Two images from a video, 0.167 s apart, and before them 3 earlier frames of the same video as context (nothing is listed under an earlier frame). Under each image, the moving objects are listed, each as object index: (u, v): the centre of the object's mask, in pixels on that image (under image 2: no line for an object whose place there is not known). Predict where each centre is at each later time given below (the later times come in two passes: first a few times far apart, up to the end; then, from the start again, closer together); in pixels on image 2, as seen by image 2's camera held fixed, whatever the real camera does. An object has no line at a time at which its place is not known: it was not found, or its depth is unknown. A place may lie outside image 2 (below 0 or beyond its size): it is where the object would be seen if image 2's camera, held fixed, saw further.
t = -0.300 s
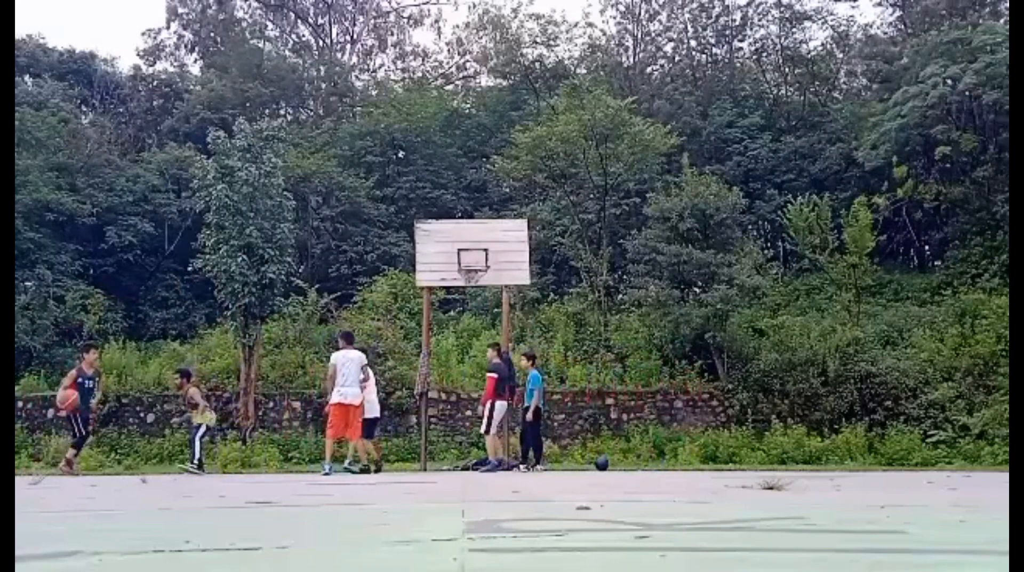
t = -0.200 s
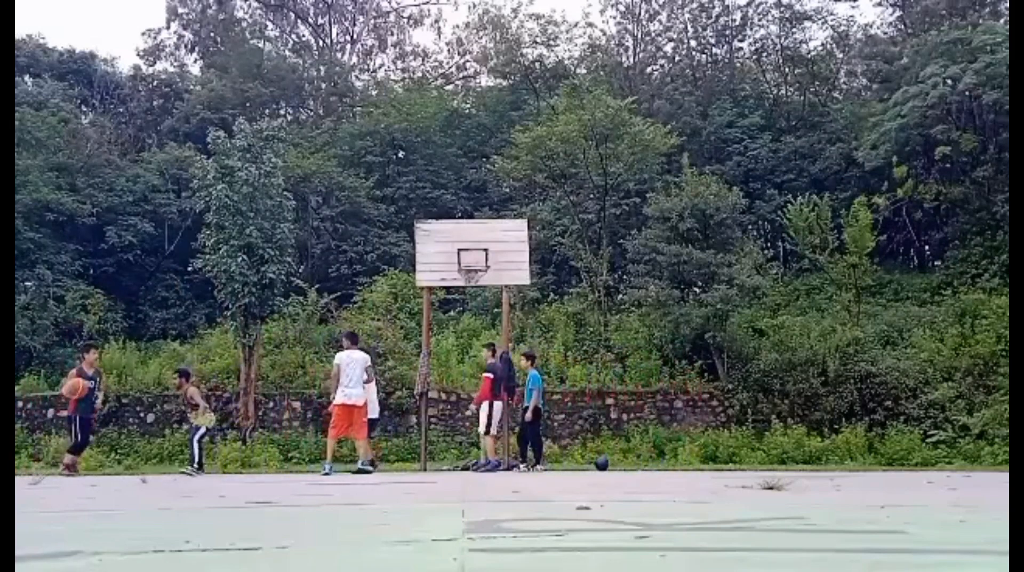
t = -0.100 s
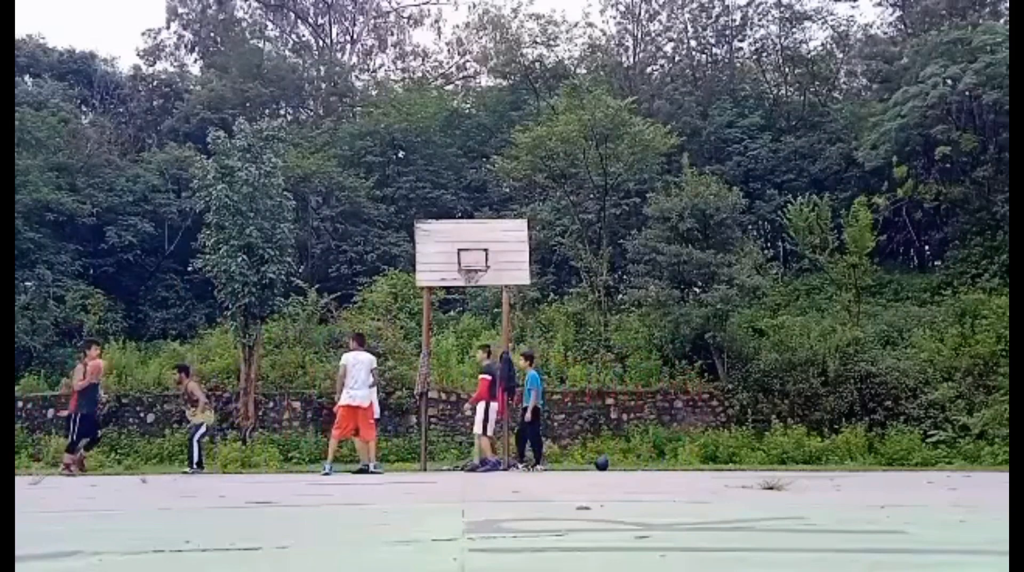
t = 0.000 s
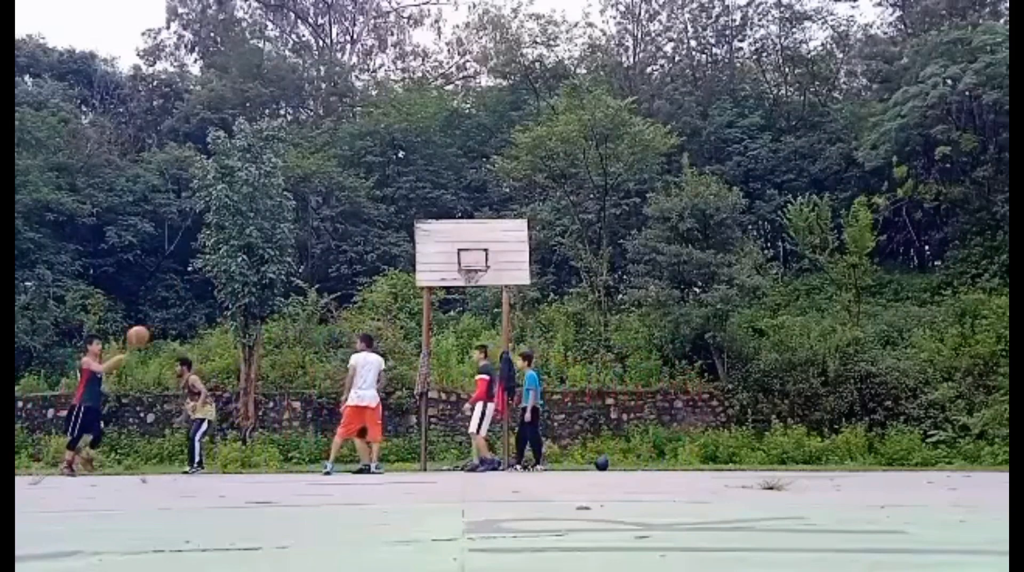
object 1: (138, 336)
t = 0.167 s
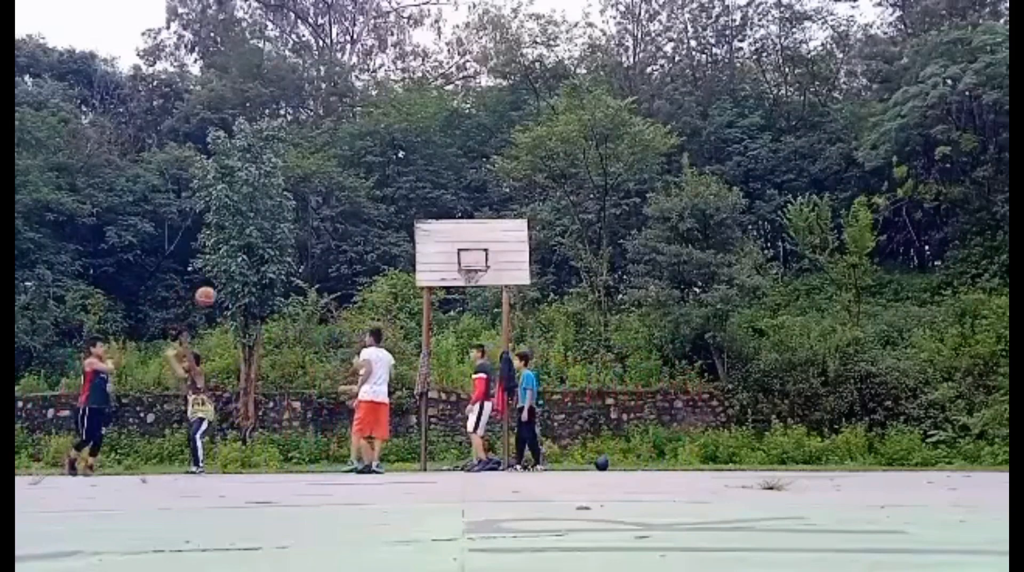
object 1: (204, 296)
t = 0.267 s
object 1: (241, 282)
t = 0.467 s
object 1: (311, 280)
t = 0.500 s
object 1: (322, 282)
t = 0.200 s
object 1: (217, 290)
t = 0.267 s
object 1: (241, 282)
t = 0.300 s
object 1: (254, 280)
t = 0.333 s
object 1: (264, 278)
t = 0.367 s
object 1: (275, 276)
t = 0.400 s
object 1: (280, 275)
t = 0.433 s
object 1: (300, 279)
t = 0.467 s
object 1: (311, 280)
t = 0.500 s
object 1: (322, 282)
